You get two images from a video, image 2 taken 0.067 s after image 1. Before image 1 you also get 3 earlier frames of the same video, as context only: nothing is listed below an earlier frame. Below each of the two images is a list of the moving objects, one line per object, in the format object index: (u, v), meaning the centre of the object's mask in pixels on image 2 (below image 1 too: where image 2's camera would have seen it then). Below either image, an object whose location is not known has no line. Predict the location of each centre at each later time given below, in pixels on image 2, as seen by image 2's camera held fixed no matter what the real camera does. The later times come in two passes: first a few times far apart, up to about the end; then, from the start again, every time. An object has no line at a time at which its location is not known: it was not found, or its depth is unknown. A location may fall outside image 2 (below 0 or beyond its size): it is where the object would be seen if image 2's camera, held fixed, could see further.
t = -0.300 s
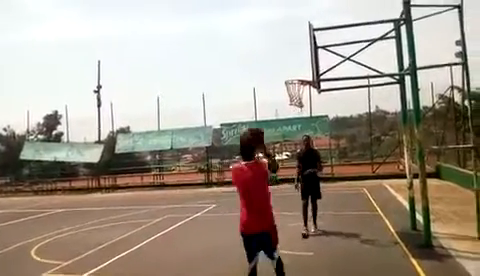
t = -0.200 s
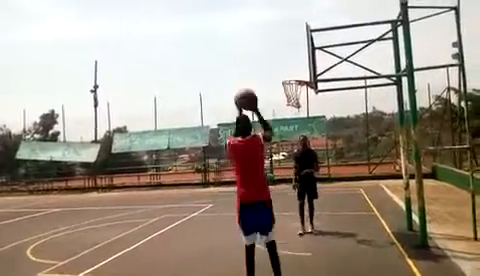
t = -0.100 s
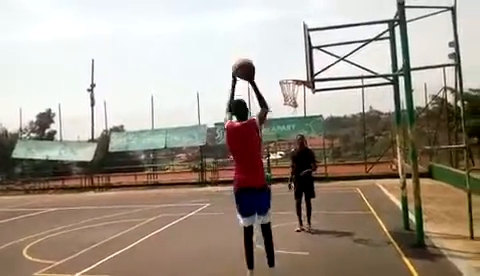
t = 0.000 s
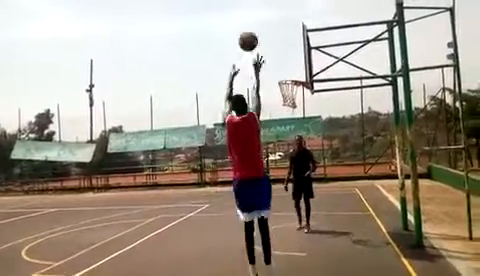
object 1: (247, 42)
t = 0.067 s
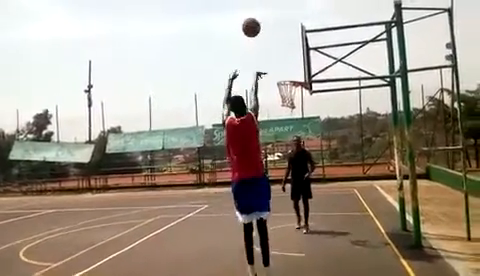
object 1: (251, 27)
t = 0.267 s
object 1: (262, 7)
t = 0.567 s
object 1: (276, 28)
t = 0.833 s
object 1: (287, 75)
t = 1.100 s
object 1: (293, 83)
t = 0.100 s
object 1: (253, 21)
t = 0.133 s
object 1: (255, 16)
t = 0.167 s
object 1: (256, 13)
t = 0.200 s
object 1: (258, 10)
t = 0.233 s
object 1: (260, 8)
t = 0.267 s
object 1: (262, 7)
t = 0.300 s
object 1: (264, 7)
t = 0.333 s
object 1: (266, 8)
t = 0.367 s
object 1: (267, 9)
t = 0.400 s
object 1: (268, 11)
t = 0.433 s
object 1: (270, 13)
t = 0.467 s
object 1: (271, 16)
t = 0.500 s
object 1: (273, 20)
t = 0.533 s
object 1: (275, 23)
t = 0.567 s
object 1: (276, 28)
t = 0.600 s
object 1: (277, 33)
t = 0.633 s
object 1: (279, 37)
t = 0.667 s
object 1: (280, 44)
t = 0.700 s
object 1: (281, 50)
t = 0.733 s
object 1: (283, 56)
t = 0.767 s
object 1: (284, 63)
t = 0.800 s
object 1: (285, 70)
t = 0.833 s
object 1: (287, 75)
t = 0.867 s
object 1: (287, 74)
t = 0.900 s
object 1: (287, 74)
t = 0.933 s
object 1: (289, 75)
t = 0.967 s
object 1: (290, 75)
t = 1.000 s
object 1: (290, 77)
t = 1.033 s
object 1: (291, 78)
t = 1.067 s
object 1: (293, 80)
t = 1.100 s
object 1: (293, 83)
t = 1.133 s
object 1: (294, 86)
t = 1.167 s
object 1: (295, 91)
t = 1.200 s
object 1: (296, 95)
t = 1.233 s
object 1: (296, 100)
